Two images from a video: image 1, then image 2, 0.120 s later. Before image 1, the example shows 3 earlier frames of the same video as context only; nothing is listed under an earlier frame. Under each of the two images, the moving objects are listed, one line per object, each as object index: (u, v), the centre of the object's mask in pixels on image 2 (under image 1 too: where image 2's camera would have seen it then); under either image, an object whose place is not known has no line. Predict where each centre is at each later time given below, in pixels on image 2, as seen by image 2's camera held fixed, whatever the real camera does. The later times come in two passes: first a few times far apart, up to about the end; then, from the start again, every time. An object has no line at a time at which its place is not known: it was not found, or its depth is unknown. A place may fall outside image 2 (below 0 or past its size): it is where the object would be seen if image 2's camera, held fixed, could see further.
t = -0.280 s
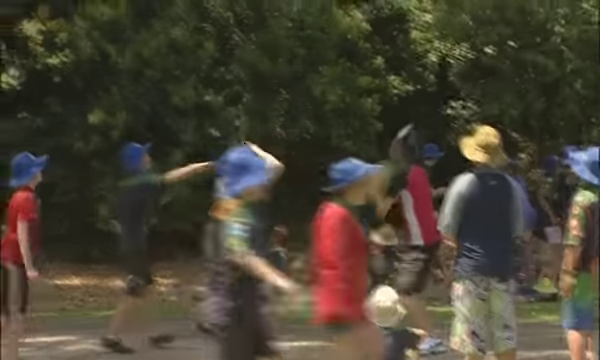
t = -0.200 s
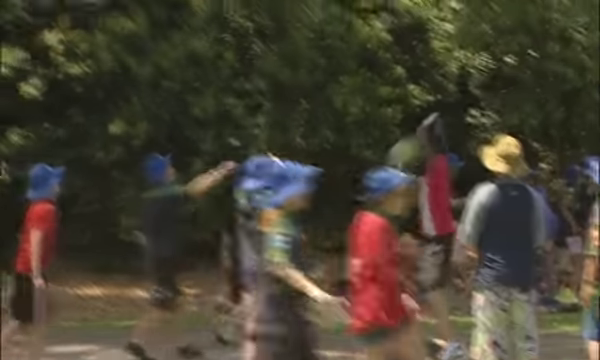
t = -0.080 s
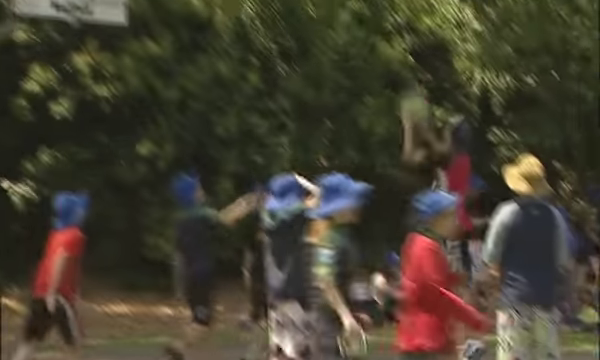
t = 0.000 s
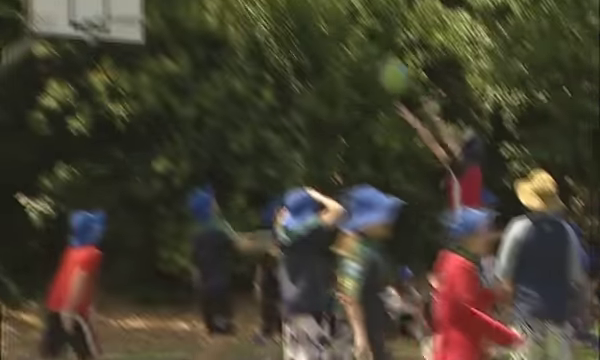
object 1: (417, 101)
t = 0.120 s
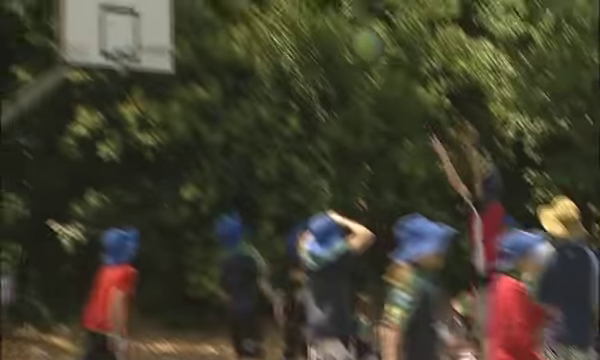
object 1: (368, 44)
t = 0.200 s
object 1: (335, 14)
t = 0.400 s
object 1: (259, -20)
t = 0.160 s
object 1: (351, 29)
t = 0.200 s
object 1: (335, 14)
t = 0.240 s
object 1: (322, 3)
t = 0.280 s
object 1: (307, -4)
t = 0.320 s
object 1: (288, -12)
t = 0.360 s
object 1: (275, -17)
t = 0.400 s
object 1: (259, -20)
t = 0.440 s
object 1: (244, -23)
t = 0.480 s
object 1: (228, -24)
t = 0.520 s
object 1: (214, -22)
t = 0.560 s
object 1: (199, -18)
